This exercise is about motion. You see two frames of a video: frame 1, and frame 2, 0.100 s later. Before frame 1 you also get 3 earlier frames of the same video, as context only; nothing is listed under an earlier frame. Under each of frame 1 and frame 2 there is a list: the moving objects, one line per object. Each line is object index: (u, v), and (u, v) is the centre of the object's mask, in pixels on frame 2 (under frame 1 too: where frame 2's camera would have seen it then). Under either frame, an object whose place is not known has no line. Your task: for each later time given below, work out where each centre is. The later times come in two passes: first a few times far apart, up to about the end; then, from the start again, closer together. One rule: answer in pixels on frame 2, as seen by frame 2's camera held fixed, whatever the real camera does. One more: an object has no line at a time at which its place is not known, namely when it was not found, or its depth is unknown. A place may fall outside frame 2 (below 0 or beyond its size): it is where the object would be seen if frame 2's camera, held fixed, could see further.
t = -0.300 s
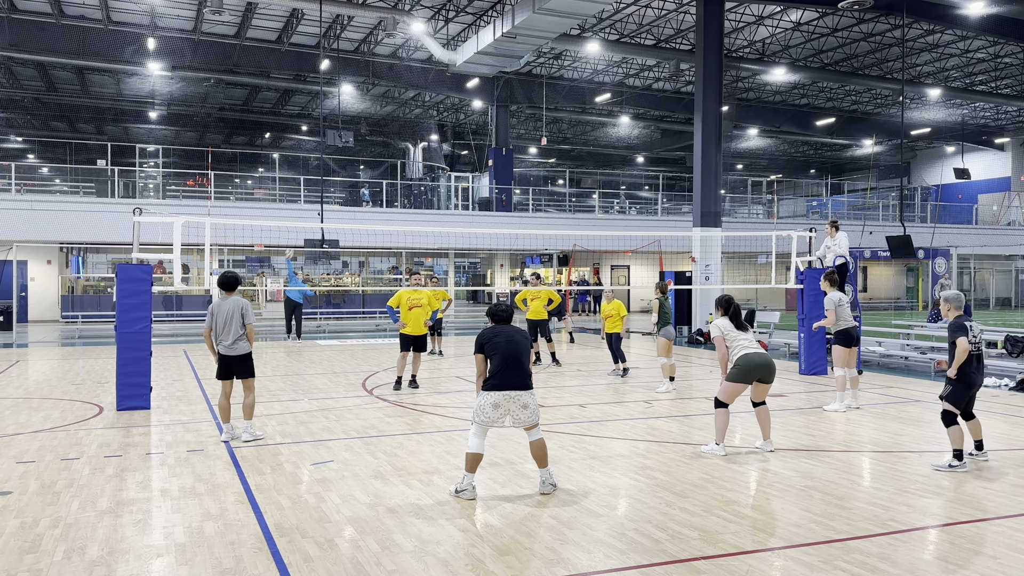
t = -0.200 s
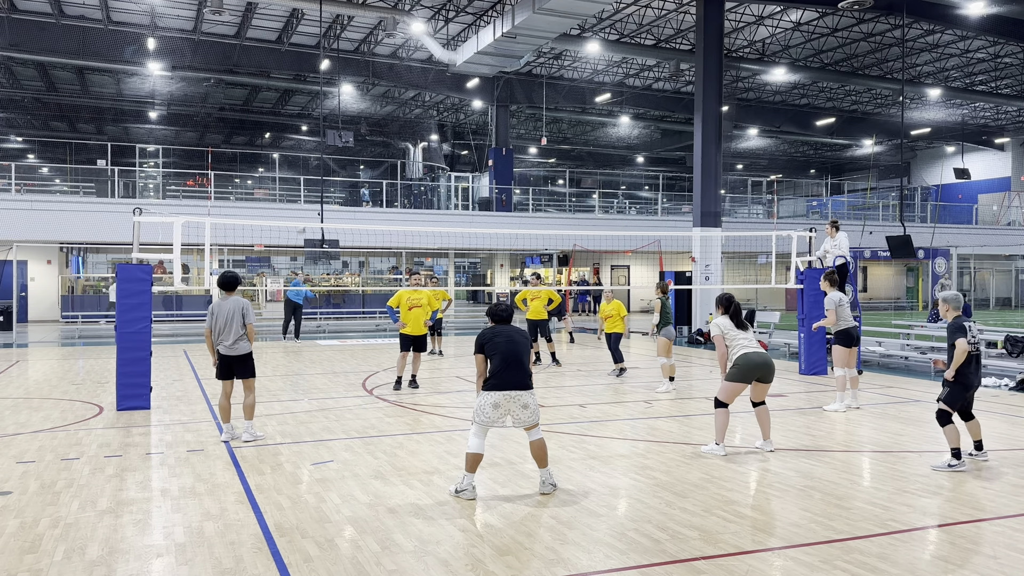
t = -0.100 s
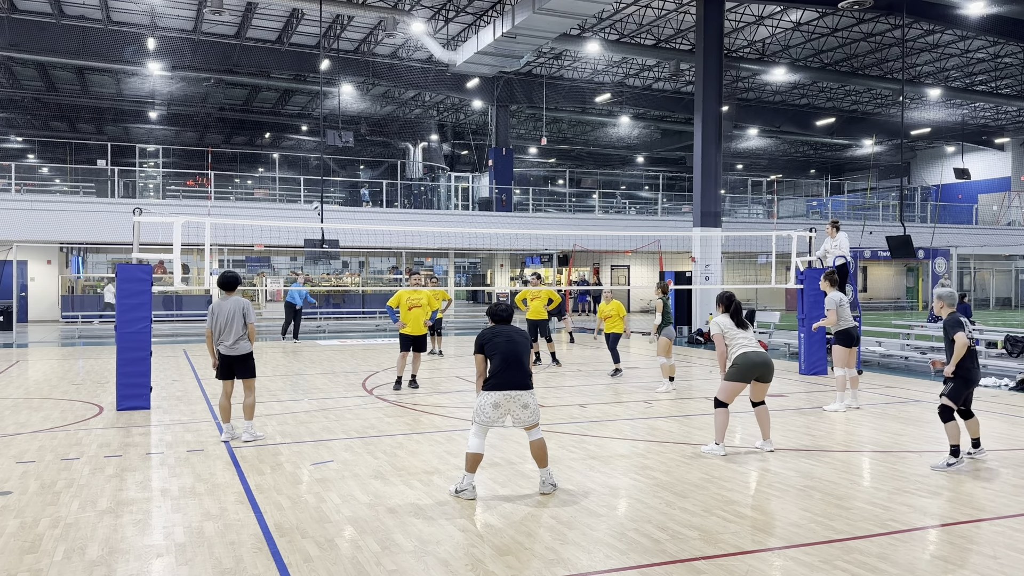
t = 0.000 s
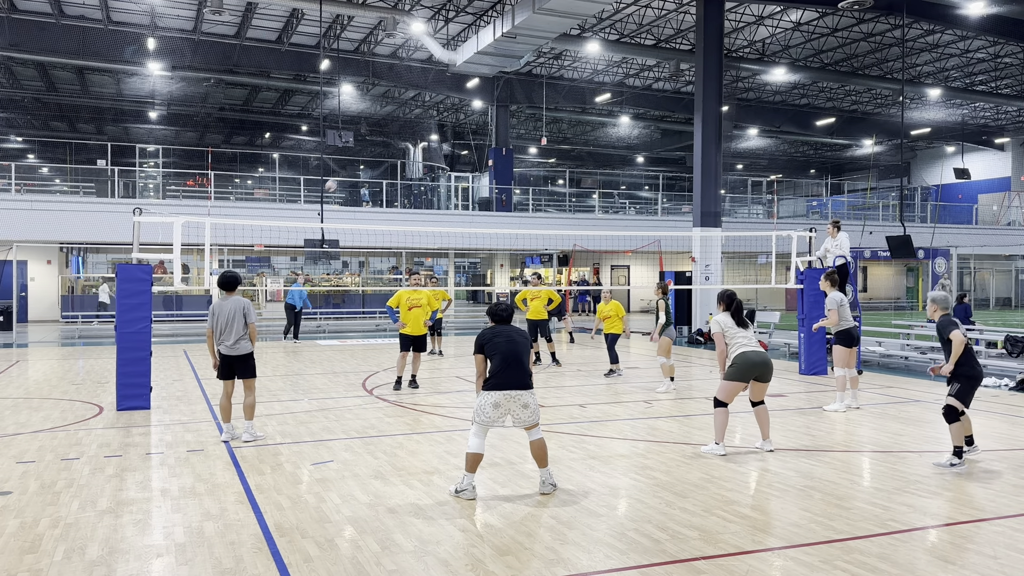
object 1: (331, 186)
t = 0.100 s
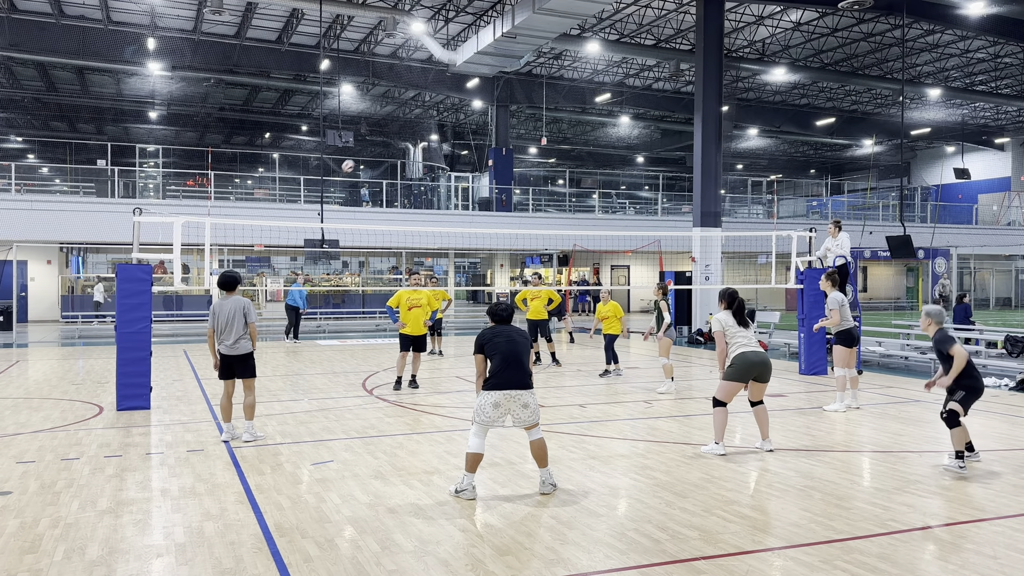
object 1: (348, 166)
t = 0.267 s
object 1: (382, 141)
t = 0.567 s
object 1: (463, 125)
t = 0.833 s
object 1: (576, 171)
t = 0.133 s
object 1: (354, 160)
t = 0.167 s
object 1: (360, 155)
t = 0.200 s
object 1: (367, 149)
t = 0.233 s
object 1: (375, 145)
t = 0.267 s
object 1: (382, 141)
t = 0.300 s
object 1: (389, 136)
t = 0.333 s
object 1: (397, 133)
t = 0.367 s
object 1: (405, 130)
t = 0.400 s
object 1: (414, 128)
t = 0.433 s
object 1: (423, 126)
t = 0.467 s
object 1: (432, 125)
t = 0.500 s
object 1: (443, 124)
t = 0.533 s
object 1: (452, 124)
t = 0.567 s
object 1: (463, 125)
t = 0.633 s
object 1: (487, 130)
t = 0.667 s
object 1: (499, 133)
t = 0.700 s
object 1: (513, 138)
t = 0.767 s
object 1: (543, 150)
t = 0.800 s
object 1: (559, 159)
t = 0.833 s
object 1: (576, 171)
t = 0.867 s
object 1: (594, 183)
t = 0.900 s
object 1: (613, 196)
